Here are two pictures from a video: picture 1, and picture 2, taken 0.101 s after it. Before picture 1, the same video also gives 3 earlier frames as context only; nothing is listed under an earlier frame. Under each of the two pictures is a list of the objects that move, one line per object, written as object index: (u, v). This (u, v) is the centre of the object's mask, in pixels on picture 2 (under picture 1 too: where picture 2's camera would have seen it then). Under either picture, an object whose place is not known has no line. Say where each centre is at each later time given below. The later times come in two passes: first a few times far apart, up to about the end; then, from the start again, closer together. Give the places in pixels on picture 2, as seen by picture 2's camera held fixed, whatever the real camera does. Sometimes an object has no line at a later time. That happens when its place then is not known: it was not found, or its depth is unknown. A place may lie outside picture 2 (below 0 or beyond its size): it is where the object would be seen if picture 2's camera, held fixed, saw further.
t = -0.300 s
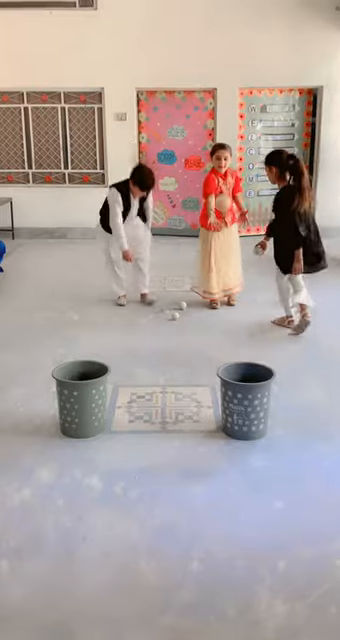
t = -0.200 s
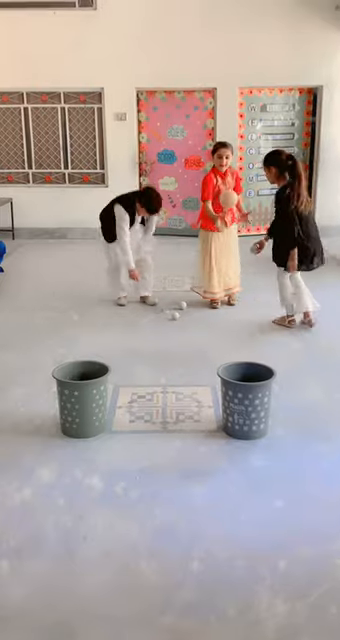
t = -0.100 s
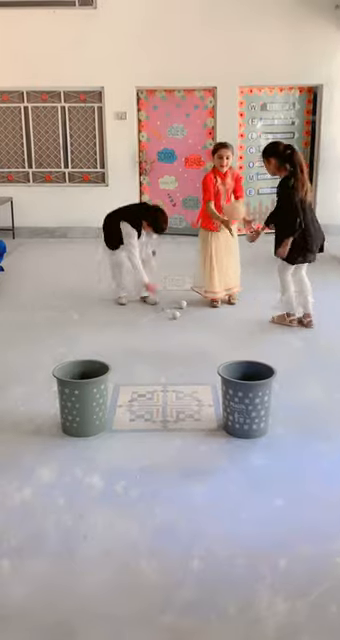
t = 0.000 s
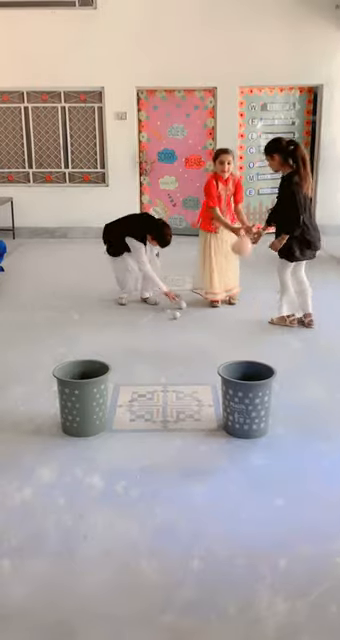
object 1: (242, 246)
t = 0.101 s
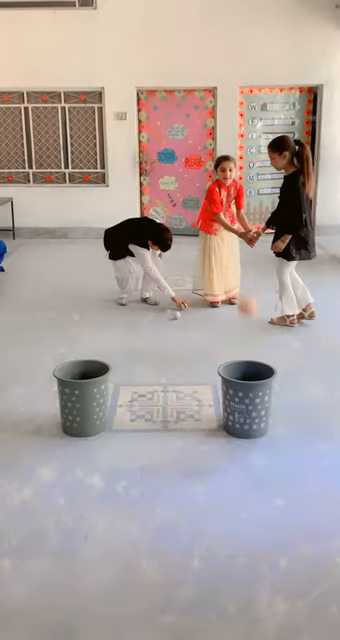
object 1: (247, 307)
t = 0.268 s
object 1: (263, 353)
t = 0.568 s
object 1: (299, 387)
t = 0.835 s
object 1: (330, 547)
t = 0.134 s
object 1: (251, 332)
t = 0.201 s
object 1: (256, 373)
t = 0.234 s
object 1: (259, 364)
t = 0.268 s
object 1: (263, 353)
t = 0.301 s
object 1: (267, 347)
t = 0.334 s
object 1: (270, 343)
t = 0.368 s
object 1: (274, 340)
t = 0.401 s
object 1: (278, 341)
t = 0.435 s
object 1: (282, 344)
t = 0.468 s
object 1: (286, 350)
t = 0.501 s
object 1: (290, 359)
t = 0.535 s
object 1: (295, 371)
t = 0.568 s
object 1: (299, 387)
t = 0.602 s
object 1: (304, 405)
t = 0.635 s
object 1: (308, 427)
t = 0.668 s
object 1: (312, 453)
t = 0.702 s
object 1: (316, 481)
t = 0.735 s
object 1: (320, 513)
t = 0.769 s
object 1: (324, 551)
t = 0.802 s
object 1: (327, 555)
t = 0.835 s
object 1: (330, 547)
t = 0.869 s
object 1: (332, 543)
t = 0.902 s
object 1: (334, 541)
